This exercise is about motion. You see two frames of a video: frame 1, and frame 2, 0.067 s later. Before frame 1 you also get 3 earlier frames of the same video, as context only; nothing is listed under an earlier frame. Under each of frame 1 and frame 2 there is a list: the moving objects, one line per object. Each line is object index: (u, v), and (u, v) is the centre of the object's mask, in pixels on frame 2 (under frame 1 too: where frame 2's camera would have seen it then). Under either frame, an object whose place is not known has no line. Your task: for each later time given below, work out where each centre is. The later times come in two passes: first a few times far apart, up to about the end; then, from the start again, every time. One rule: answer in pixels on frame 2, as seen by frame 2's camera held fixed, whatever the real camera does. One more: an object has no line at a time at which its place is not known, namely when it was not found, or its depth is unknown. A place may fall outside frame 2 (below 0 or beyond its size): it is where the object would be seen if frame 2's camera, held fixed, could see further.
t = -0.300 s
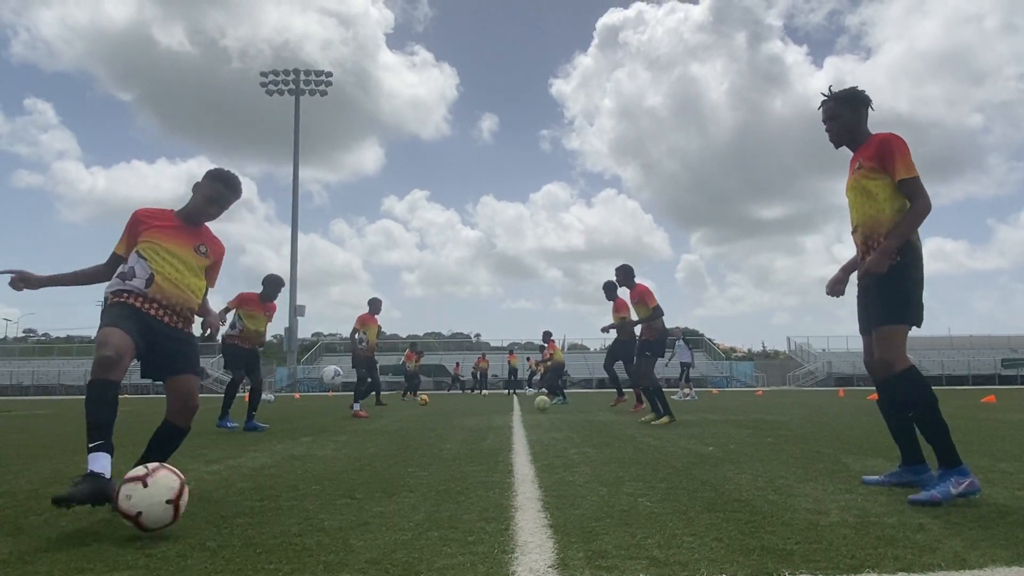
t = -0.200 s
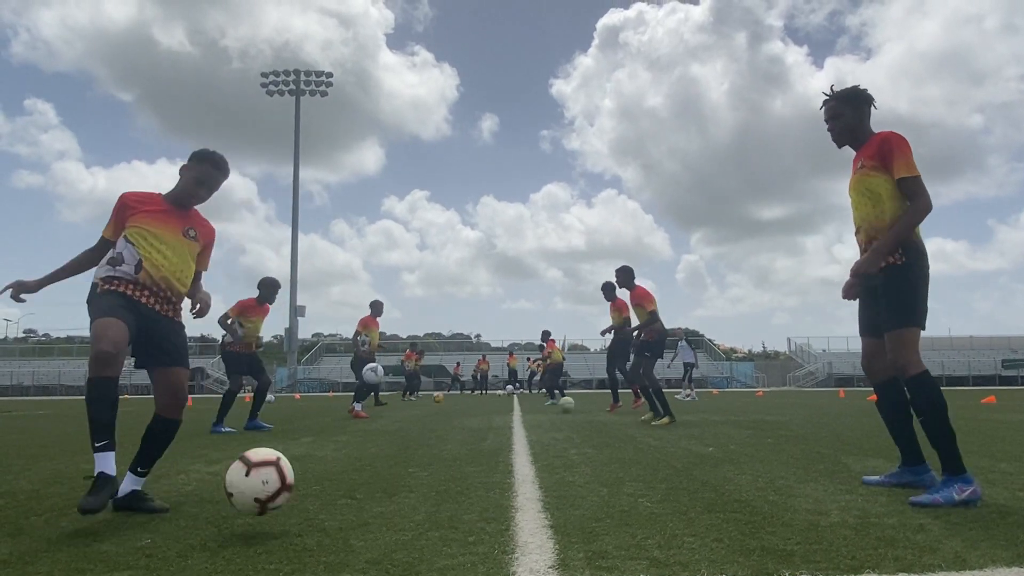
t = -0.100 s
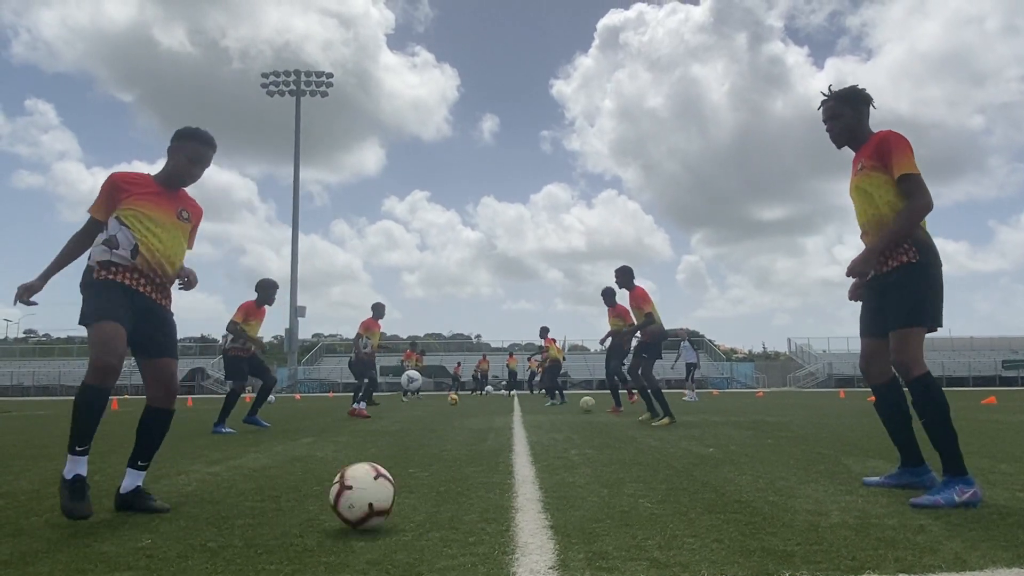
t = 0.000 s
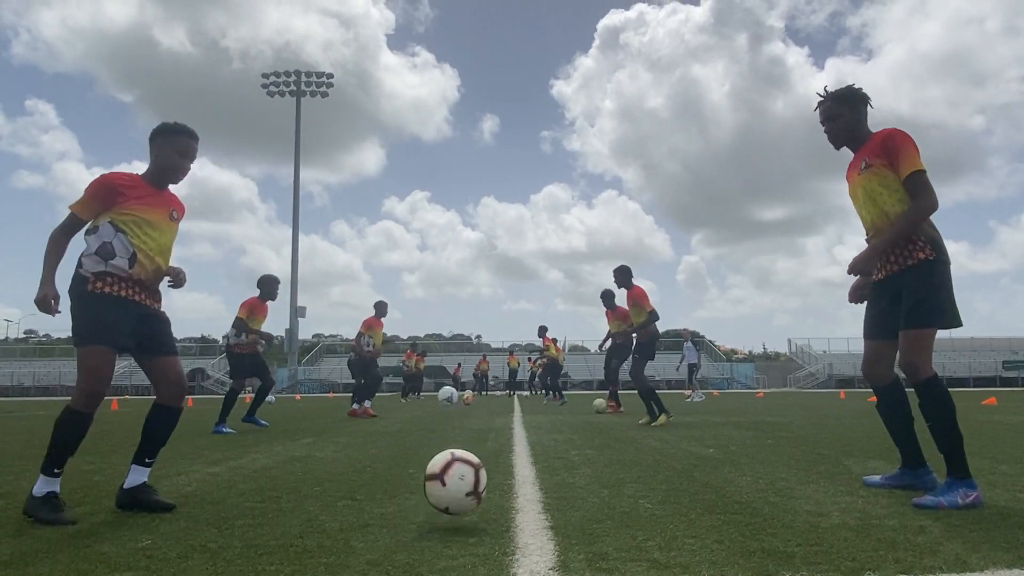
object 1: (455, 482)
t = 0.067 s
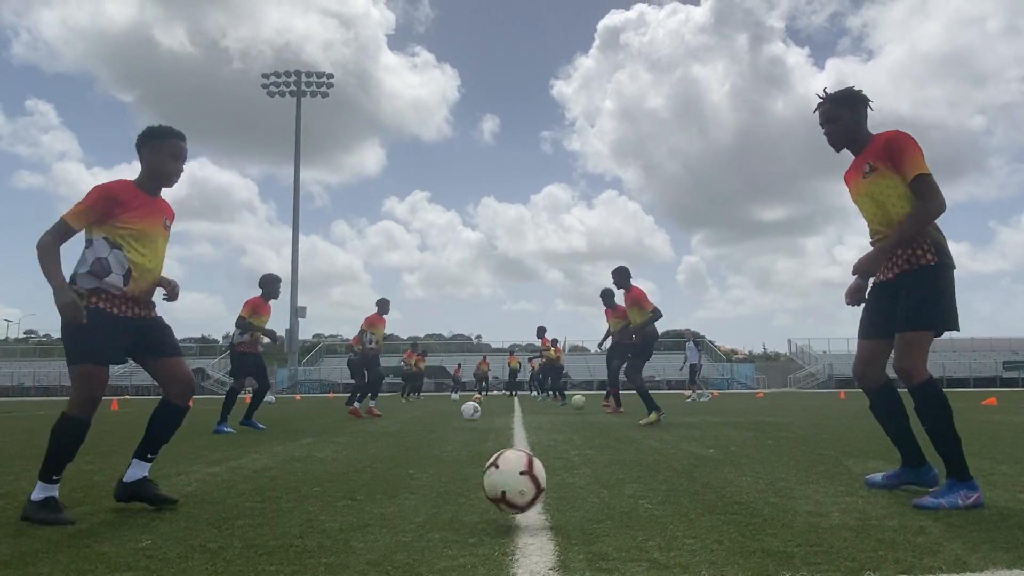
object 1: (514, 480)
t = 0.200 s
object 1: (631, 486)
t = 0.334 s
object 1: (746, 489)
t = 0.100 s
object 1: (544, 484)
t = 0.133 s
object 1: (573, 492)
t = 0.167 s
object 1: (602, 490)
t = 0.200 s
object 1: (631, 486)
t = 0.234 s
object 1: (659, 483)
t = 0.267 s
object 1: (688, 485)
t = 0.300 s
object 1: (717, 489)
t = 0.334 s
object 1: (746, 489)
